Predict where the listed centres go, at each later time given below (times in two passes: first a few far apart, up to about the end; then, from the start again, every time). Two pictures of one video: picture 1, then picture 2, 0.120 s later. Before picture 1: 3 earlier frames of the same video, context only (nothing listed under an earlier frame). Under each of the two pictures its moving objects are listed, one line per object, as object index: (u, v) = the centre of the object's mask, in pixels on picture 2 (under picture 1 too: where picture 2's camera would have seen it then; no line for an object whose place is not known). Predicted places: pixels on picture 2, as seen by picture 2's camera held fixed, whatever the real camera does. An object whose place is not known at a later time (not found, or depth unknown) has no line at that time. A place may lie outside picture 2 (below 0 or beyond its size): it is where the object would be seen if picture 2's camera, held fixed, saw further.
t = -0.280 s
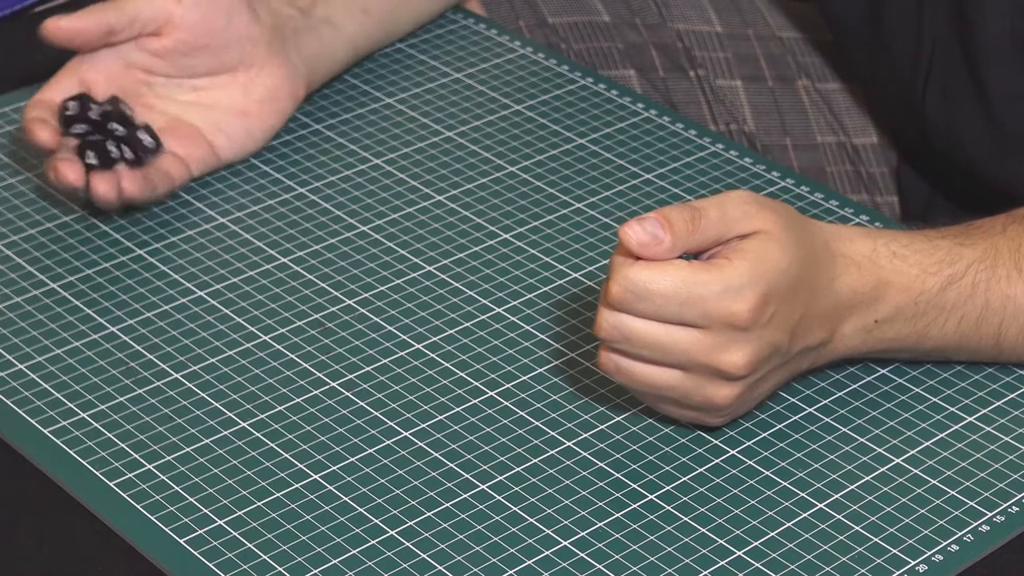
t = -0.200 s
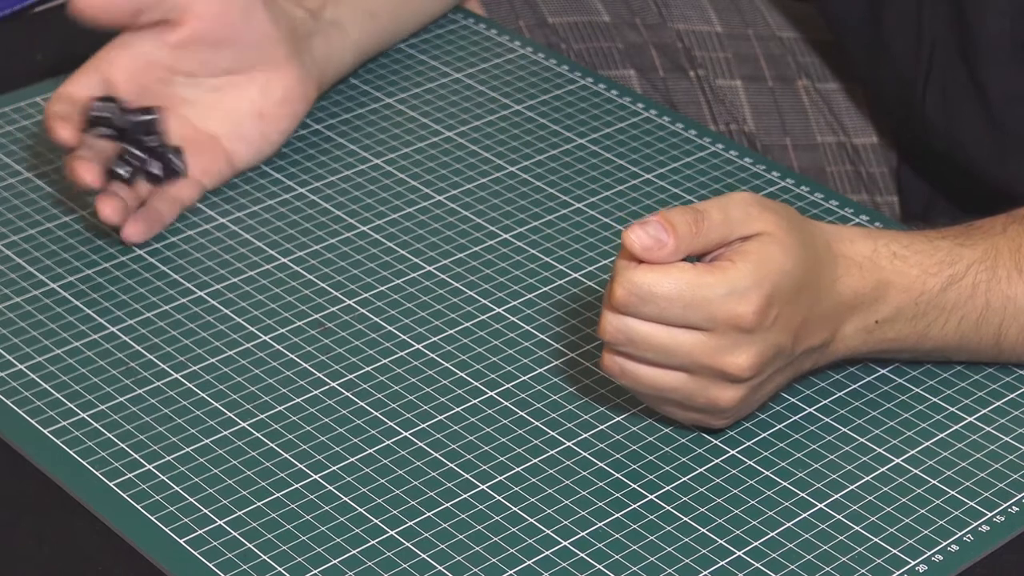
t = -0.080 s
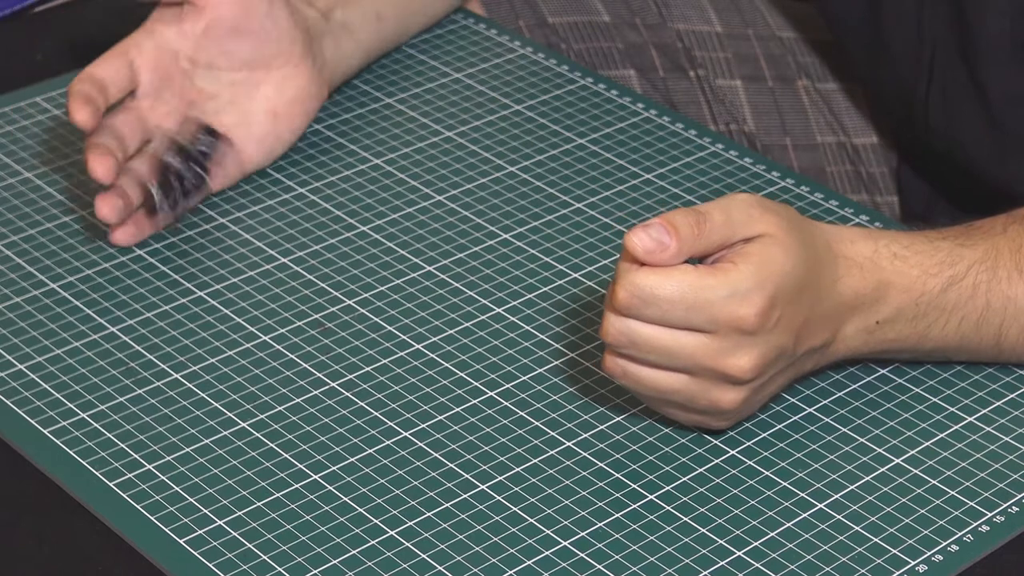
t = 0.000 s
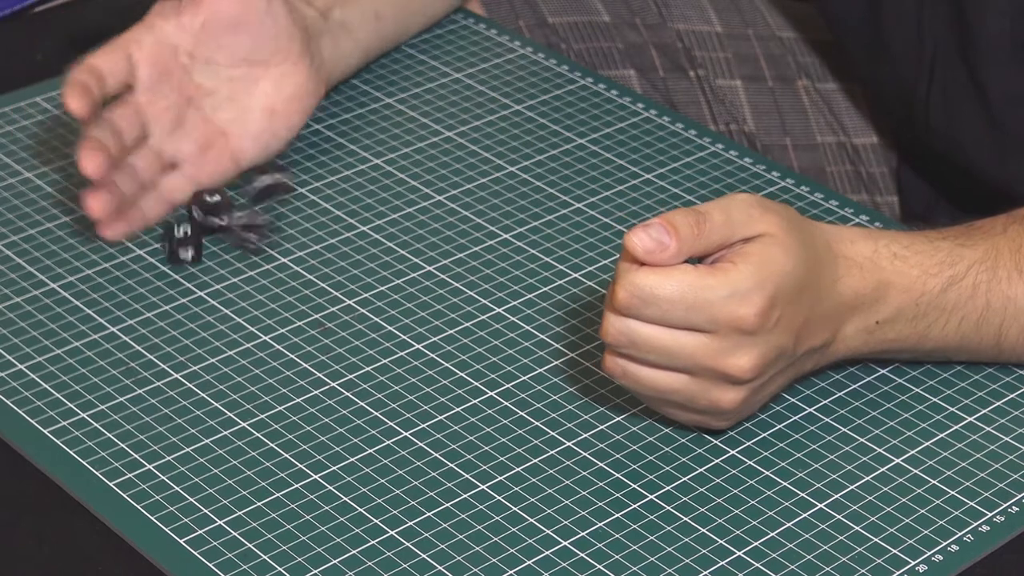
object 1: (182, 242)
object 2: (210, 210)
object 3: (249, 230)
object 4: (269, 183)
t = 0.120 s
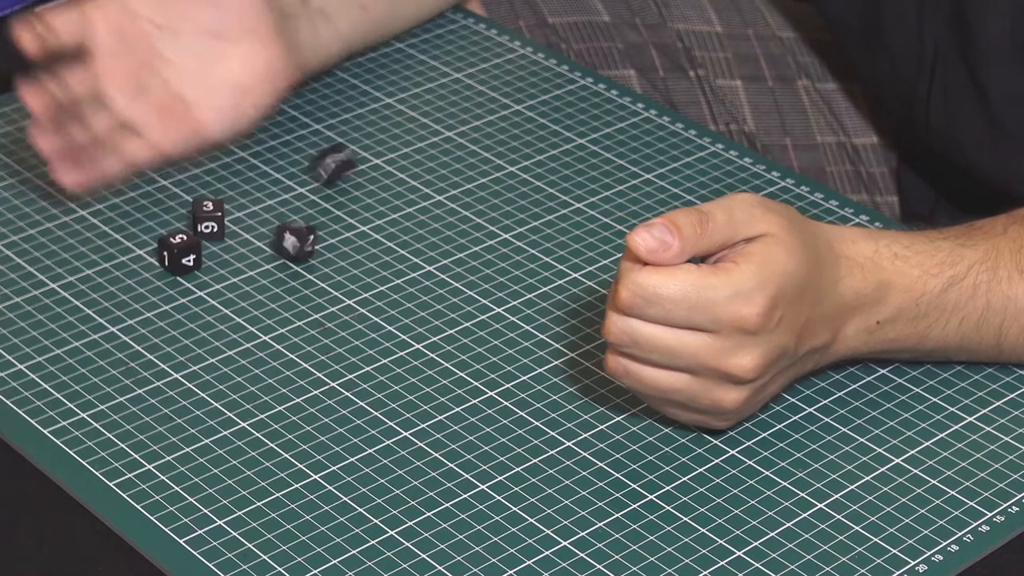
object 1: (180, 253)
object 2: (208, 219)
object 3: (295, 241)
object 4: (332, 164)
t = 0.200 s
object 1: (180, 253)
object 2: (208, 219)
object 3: (297, 247)
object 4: (359, 152)
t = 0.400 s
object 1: (180, 253)
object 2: (208, 219)
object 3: (297, 247)
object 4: (399, 138)
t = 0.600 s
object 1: (180, 253)
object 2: (208, 219)
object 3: (297, 247)
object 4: (399, 138)
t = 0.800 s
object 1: (180, 253)
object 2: (208, 219)
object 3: (297, 247)
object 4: (399, 138)
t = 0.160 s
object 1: (180, 253)
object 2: (208, 219)
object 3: (297, 246)
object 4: (346, 157)
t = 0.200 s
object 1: (180, 253)
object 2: (208, 219)
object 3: (297, 247)
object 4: (359, 152)
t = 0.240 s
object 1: (180, 253)
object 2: (208, 219)
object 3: (297, 247)
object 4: (367, 143)
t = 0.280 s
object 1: (180, 253)
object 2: (208, 218)
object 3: (297, 247)
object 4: (375, 141)
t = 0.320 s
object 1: (180, 253)
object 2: (208, 219)
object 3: (297, 247)
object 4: (388, 139)
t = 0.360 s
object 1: (180, 253)
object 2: (208, 219)
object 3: (297, 247)
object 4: (397, 138)
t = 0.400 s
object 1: (180, 253)
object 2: (208, 219)
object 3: (297, 247)
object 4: (399, 138)
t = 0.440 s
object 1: (180, 253)
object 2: (208, 219)
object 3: (297, 247)
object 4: (399, 138)
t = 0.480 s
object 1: (180, 253)
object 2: (208, 219)
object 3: (297, 247)
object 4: (399, 138)
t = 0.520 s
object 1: (180, 253)
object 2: (208, 219)
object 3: (297, 247)
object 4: (399, 138)
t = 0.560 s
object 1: (180, 253)
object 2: (208, 219)
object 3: (297, 247)
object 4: (399, 138)
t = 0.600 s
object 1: (180, 253)
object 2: (208, 219)
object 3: (297, 247)
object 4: (399, 138)
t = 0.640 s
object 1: (180, 253)
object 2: (208, 219)
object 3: (297, 247)
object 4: (399, 138)
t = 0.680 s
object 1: (180, 253)
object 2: (208, 219)
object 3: (297, 247)
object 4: (399, 138)
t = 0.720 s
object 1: (180, 253)
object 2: (208, 219)
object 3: (297, 247)
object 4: (399, 138)
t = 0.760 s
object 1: (180, 253)
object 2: (208, 219)
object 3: (297, 247)
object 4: (399, 138)
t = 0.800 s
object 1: (180, 253)
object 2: (208, 219)
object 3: (297, 247)
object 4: (399, 138)
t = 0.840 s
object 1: (180, 253)
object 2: (208, 219)
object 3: (297, 247)
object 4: (399, 138)
